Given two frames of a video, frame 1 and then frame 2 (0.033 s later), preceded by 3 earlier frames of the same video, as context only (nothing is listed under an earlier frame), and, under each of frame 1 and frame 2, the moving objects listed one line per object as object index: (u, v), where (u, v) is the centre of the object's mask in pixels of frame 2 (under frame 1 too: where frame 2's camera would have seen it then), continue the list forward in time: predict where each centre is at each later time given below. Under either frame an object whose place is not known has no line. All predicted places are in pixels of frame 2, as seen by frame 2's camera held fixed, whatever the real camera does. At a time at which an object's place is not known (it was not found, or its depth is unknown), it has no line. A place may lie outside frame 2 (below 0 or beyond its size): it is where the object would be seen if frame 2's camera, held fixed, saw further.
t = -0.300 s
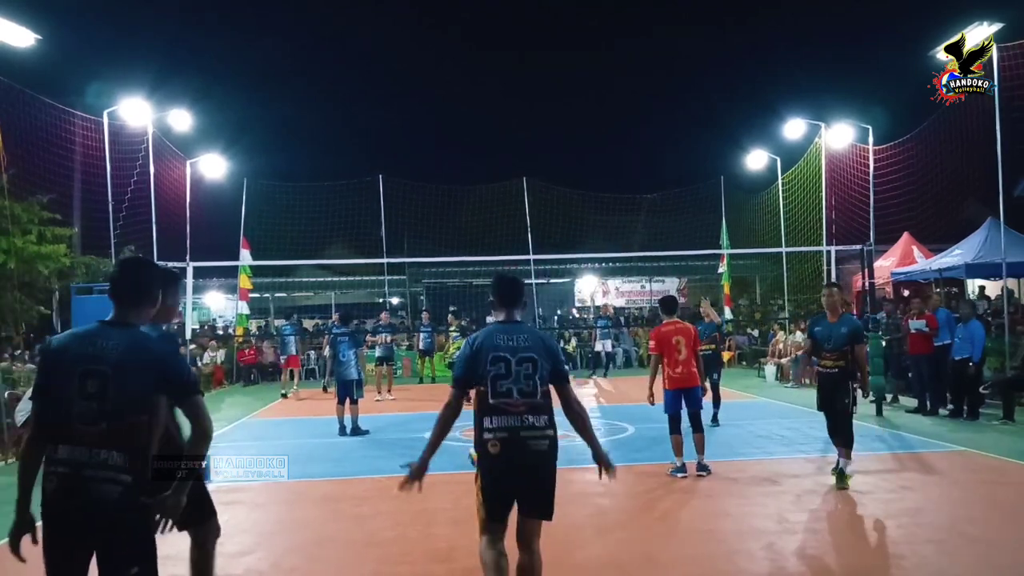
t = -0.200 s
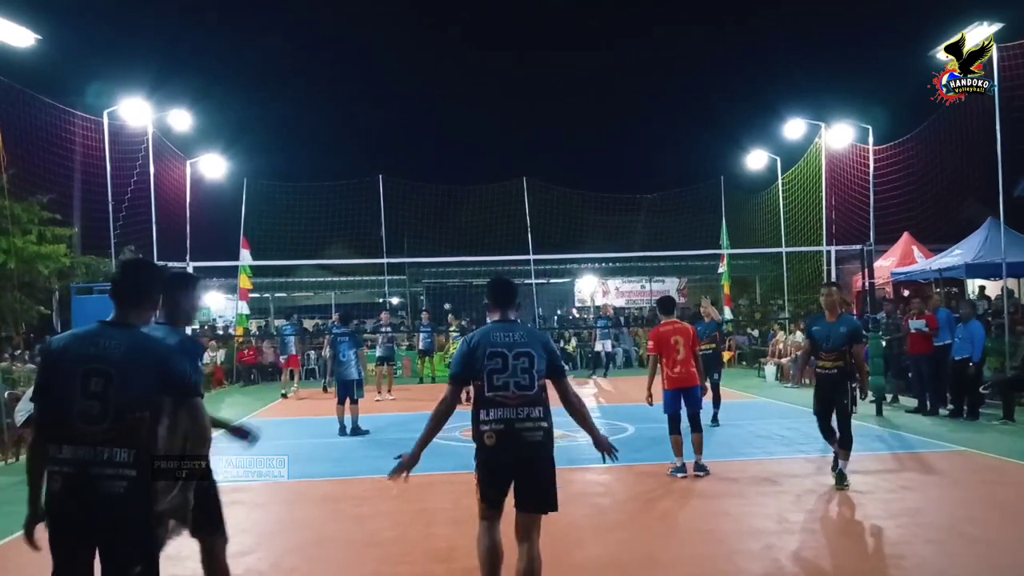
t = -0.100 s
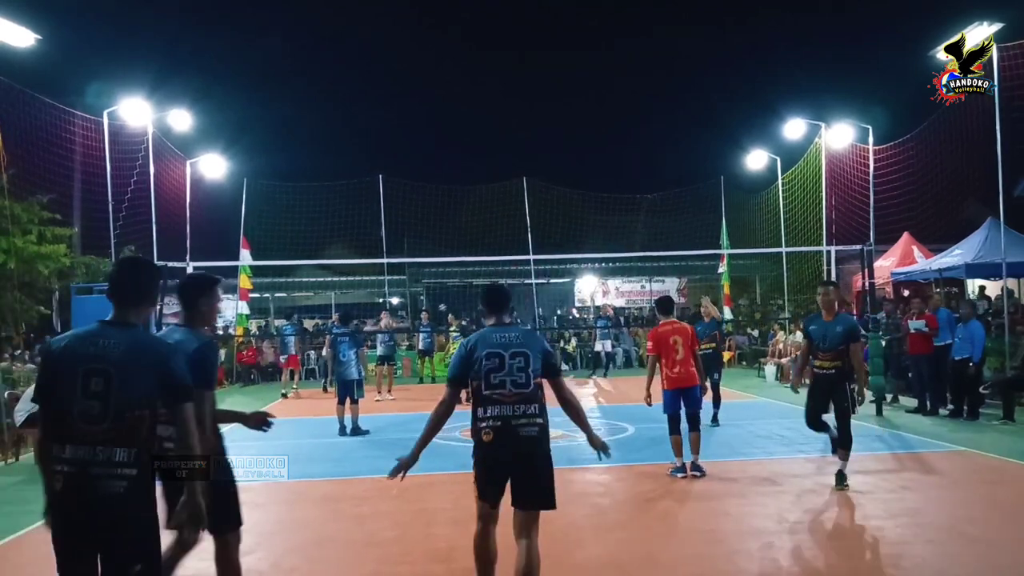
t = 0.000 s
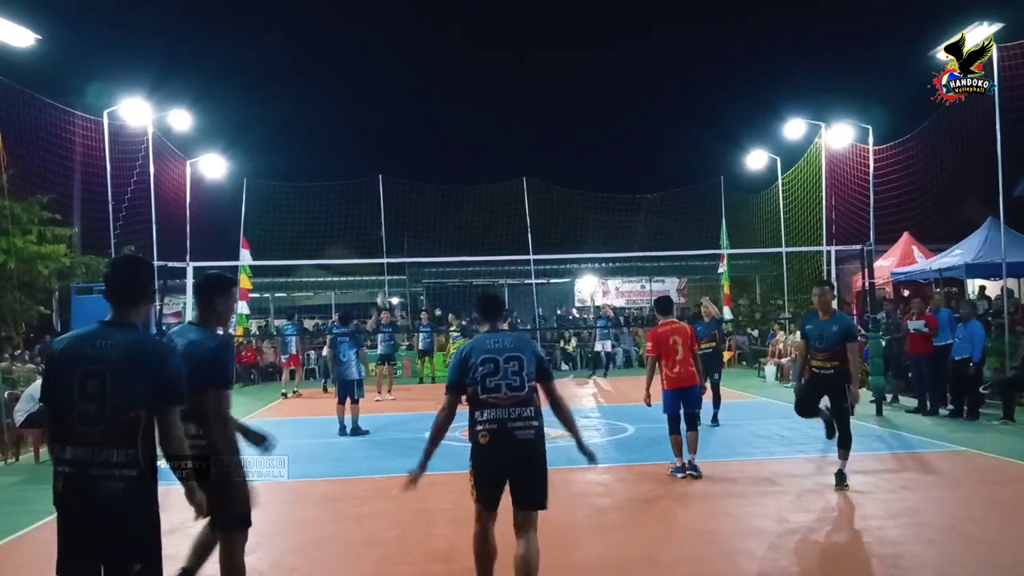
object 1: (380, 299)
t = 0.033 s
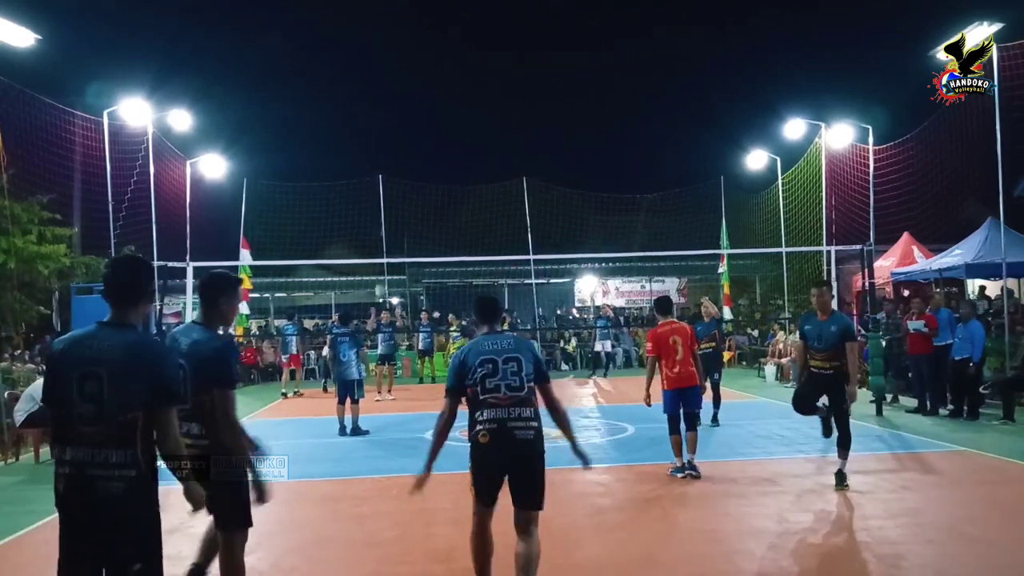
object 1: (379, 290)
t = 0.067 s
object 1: (376, 283)
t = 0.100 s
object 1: (377, 274)
